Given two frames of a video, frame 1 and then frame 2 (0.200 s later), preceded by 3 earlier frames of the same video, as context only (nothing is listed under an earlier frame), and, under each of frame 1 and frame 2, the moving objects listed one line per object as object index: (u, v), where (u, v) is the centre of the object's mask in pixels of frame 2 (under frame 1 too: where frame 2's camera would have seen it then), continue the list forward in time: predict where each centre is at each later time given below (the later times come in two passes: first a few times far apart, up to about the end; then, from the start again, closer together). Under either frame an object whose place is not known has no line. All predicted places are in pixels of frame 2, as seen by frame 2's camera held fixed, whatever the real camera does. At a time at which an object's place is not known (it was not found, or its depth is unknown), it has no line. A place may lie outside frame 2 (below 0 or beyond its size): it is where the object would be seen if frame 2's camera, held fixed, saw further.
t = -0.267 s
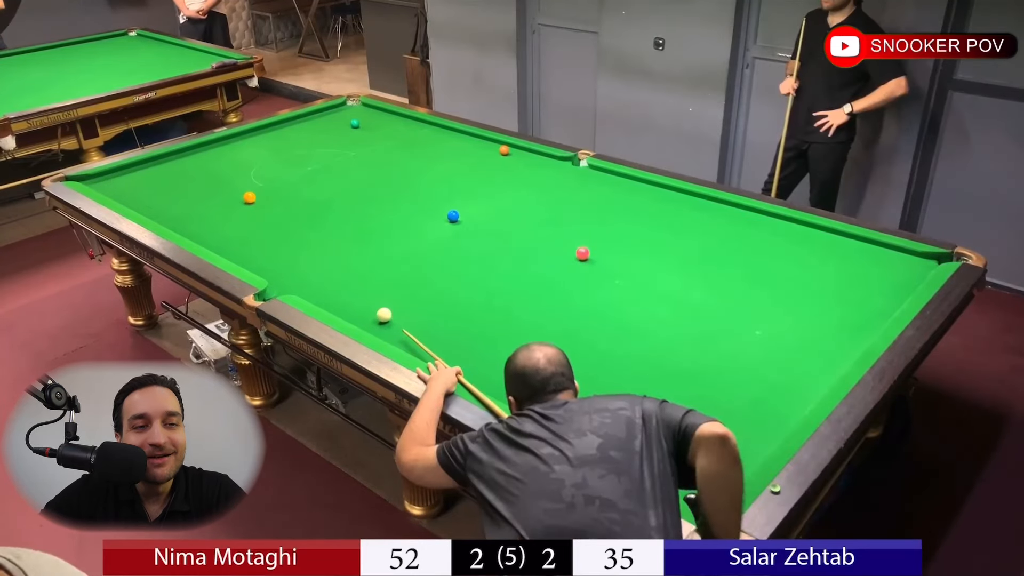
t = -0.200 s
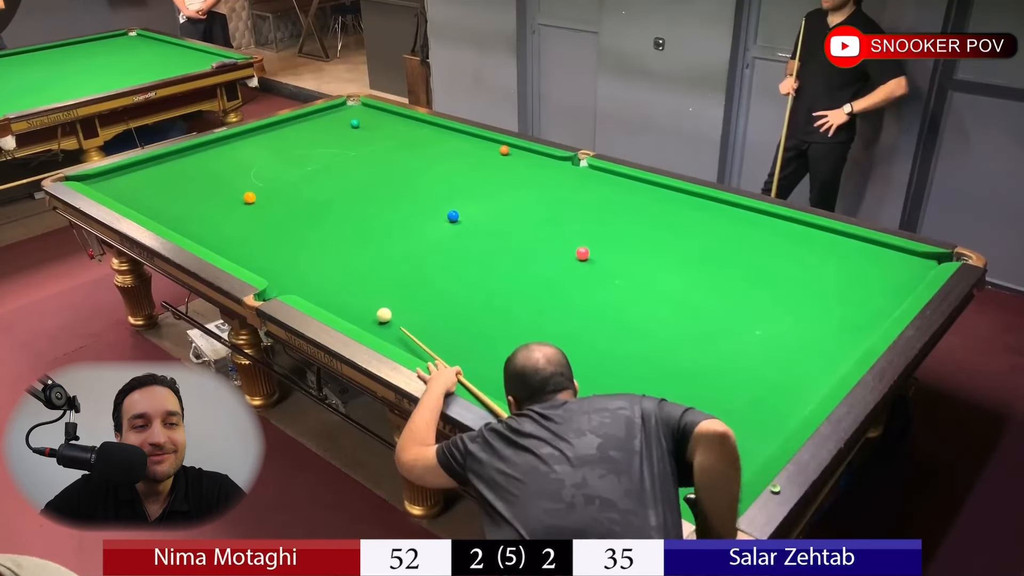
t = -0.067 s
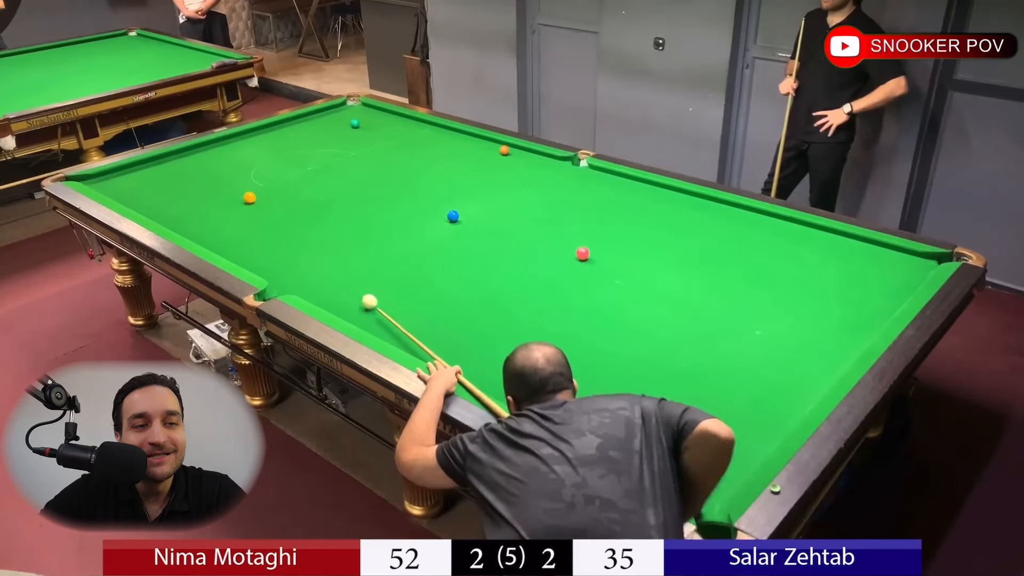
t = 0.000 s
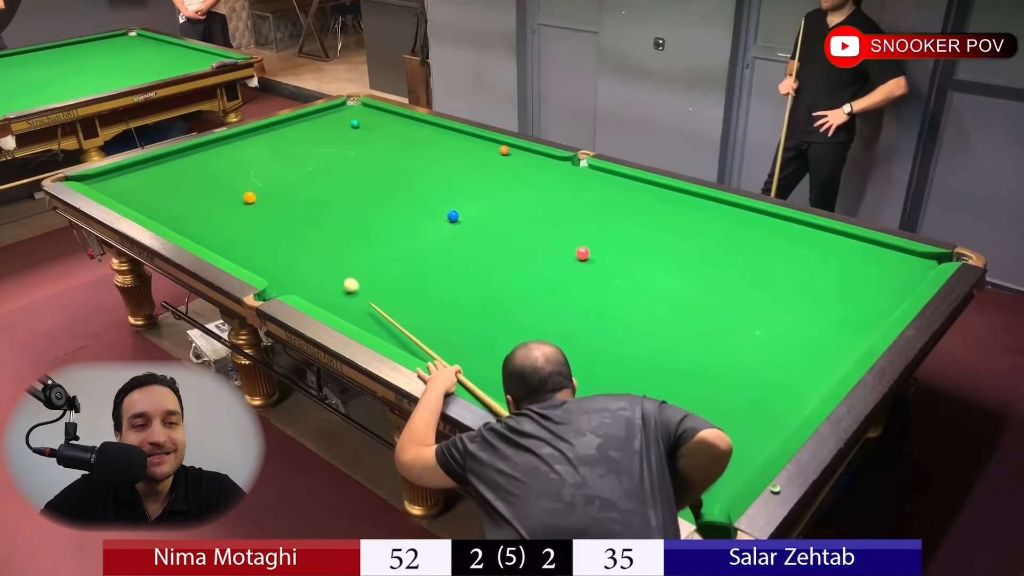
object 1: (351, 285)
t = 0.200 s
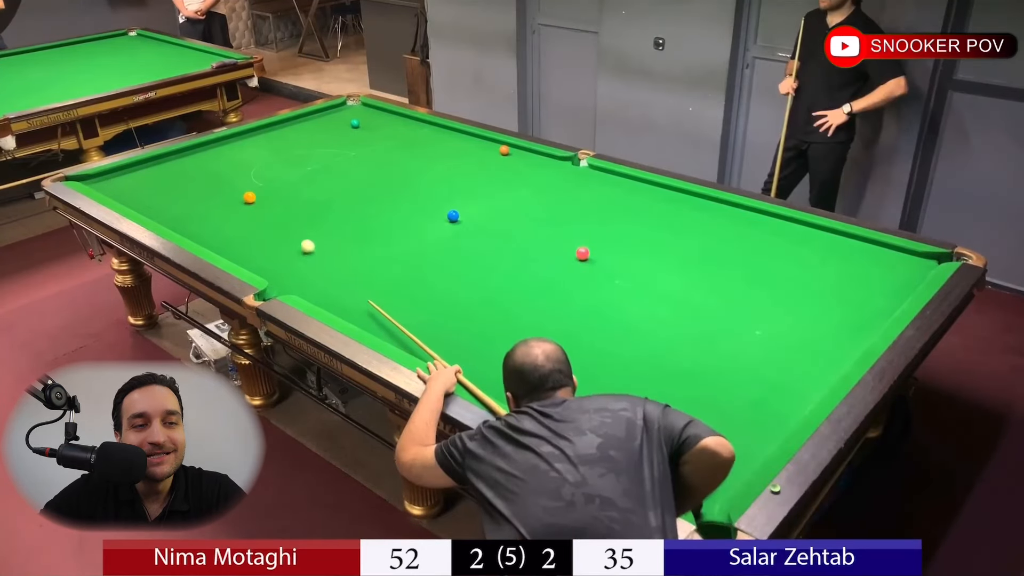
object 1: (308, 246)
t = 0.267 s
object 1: (295, 235)
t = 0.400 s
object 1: (272, 214)
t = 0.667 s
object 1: (269, 192)
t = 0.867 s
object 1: (277, 180)
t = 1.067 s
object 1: (283, 169)
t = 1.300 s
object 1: (290, 158)
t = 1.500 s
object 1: (295, 149)
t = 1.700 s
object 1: (300, 141)
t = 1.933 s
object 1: (305, 132)
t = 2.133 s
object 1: (309, 125)
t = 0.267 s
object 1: (295, 235)
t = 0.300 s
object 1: (289, 229)
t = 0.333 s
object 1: (283, 224)
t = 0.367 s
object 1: (278, 219)
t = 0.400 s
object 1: (272, 214)
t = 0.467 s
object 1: (262, 205)
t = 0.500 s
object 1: (257, 200)
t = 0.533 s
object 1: (259, 199)
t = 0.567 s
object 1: (262, 197)
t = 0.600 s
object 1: (265, 195)
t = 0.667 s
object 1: (269, 192)
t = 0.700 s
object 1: (270, 190)
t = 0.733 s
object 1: (272, 188)
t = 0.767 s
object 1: (273, 186)
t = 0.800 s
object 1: (274, 184)
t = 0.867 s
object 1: (277, 180)
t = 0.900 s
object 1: (278, 178)
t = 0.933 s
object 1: (279, 176)
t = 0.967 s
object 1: (280, 175)
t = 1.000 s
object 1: (281, 173)
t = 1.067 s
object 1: (283, 169)
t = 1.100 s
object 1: (284, 167)
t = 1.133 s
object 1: (285, 166)
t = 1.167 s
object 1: (286, 164)
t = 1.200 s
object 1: (287, 163)
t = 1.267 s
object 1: (289, 159)
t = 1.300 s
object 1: (290, 158)
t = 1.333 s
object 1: (290, 157)
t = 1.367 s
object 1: (291, 155)
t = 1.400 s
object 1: (292, 153)
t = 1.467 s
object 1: (294, 150)
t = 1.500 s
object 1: (295, 149)
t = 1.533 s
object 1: (296, 148)
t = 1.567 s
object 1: (297, 146)
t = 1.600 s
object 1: (298, 145)
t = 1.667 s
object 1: (299, 142)
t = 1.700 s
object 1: (300, 141)
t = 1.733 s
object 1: (301, 139)
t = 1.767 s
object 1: (301, 138)
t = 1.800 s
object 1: (302, 137)
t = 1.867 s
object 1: (304, 135)
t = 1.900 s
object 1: (304, 133)
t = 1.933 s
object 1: (305, 132)
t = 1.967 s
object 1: (306, 131)
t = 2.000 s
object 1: (307, 130)
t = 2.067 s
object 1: (308, 127)
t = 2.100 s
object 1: (309, 126)
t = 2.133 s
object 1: (309, 125)
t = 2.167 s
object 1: (310, 124)
